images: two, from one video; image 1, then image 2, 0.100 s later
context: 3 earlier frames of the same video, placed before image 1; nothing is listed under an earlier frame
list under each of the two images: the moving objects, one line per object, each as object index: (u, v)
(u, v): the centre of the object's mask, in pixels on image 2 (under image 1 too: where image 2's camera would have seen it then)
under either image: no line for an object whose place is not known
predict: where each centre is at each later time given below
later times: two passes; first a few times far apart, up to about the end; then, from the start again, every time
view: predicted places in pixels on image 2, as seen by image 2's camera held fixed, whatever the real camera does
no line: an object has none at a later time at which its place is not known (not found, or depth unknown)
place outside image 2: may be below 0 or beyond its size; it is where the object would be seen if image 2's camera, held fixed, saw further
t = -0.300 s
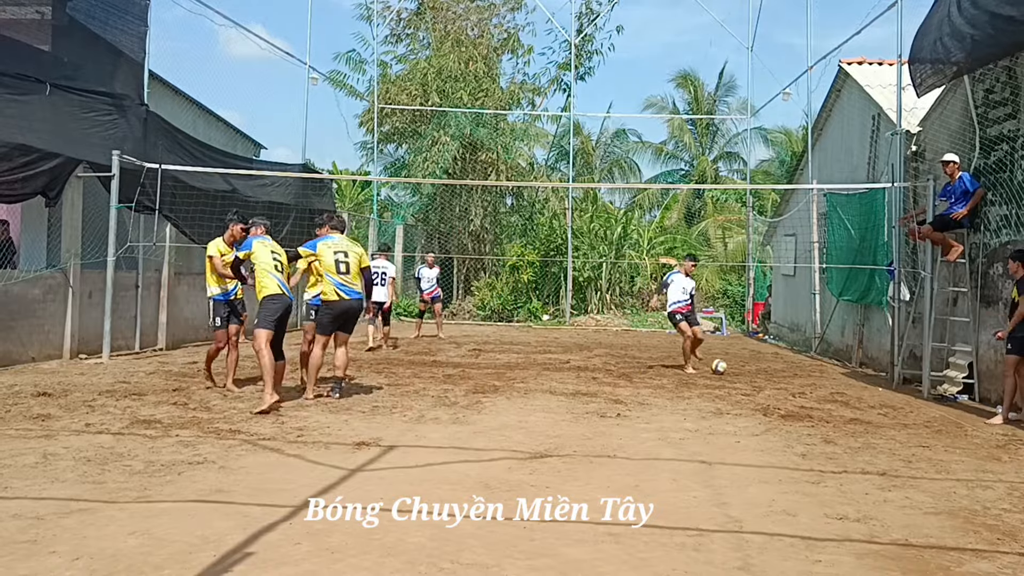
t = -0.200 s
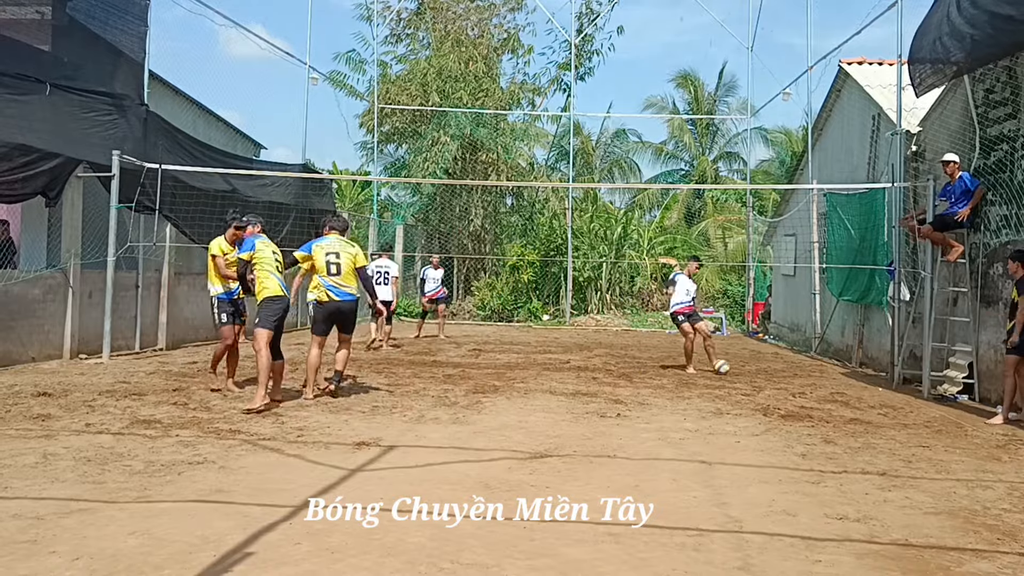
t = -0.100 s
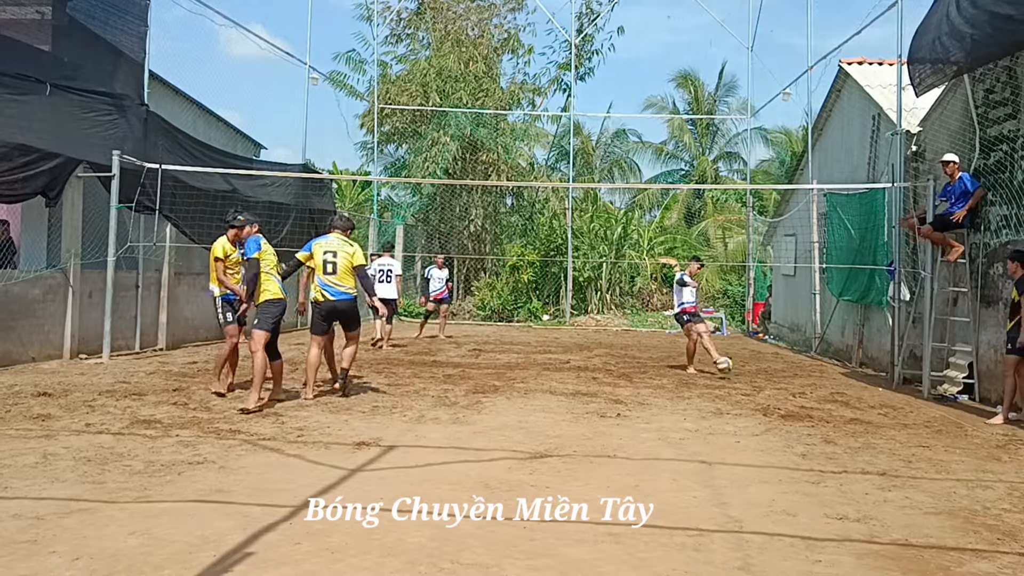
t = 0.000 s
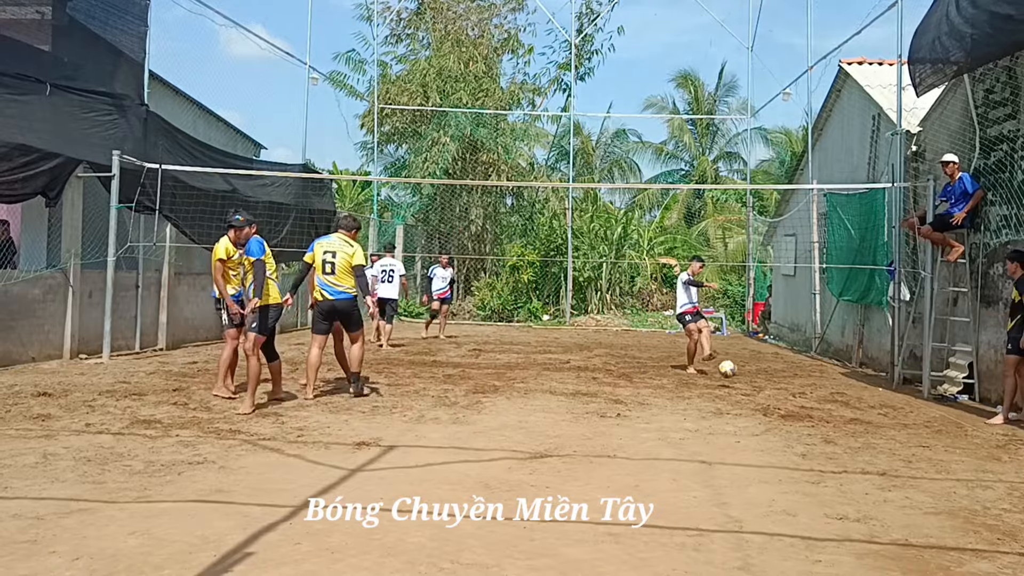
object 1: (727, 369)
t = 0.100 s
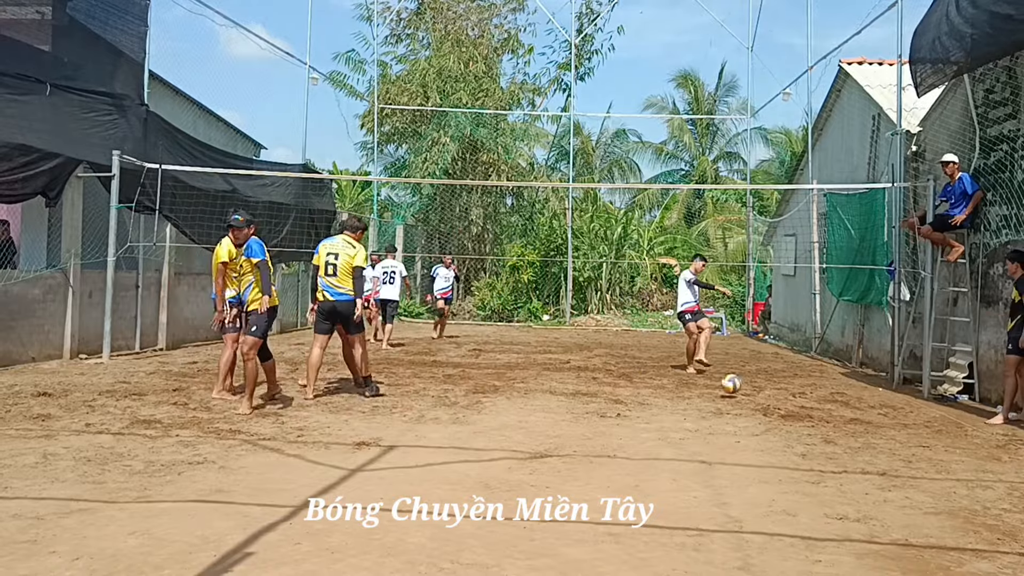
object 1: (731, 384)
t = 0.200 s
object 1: (736, 392)
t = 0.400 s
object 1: (746, 412)
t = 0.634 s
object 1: (757, 438)
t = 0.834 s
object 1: (771, 459)
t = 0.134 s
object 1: (733, 392)
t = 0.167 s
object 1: (734, 393)
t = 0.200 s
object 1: (736, 392)
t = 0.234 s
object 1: (737, 391)
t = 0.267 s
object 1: (739, 392)
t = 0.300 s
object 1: (742, 395)
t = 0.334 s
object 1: (743, 399)
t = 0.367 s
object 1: (744, 405)
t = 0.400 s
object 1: (746, 412)
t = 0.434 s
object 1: (748, 418)
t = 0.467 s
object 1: (750, 417)
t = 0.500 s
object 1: (751, 418)
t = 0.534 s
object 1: (753, 421)
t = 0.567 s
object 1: (755, 425)
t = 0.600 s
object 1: (756, 432)
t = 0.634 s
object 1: (757, 438)
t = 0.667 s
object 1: (759, 439)
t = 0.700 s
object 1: (762, 441)
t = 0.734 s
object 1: (764, 447)
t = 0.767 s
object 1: (766, 452)
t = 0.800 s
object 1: (768, 457)
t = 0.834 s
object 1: (771, 459)
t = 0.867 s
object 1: (772, 463)
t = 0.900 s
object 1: (775, 467)
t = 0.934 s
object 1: (777, 476)
